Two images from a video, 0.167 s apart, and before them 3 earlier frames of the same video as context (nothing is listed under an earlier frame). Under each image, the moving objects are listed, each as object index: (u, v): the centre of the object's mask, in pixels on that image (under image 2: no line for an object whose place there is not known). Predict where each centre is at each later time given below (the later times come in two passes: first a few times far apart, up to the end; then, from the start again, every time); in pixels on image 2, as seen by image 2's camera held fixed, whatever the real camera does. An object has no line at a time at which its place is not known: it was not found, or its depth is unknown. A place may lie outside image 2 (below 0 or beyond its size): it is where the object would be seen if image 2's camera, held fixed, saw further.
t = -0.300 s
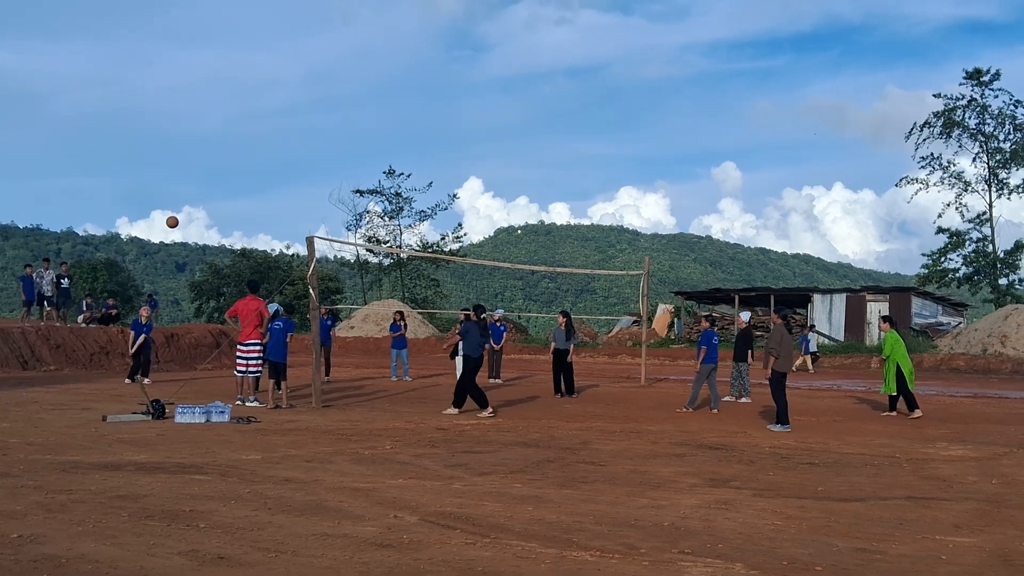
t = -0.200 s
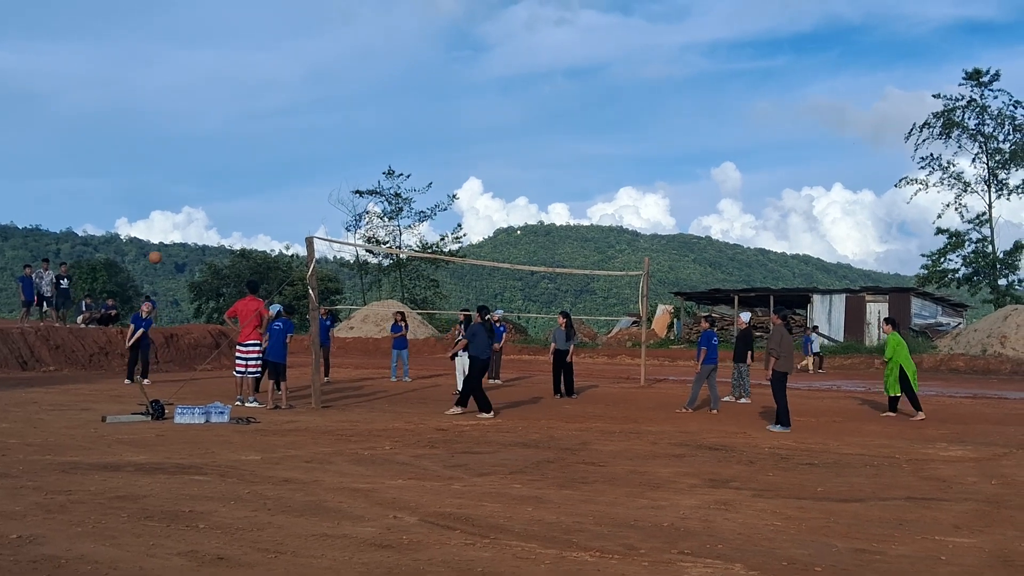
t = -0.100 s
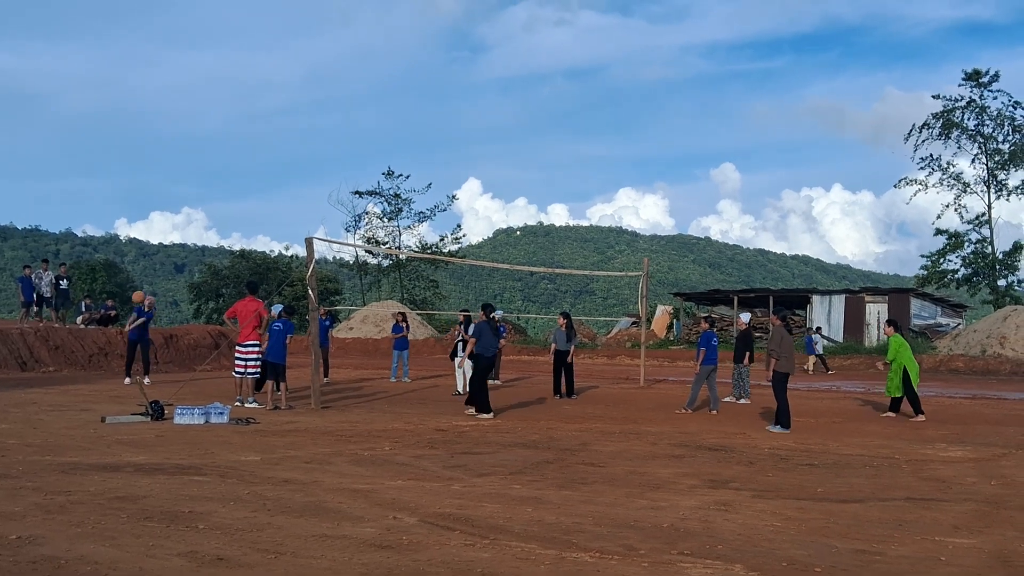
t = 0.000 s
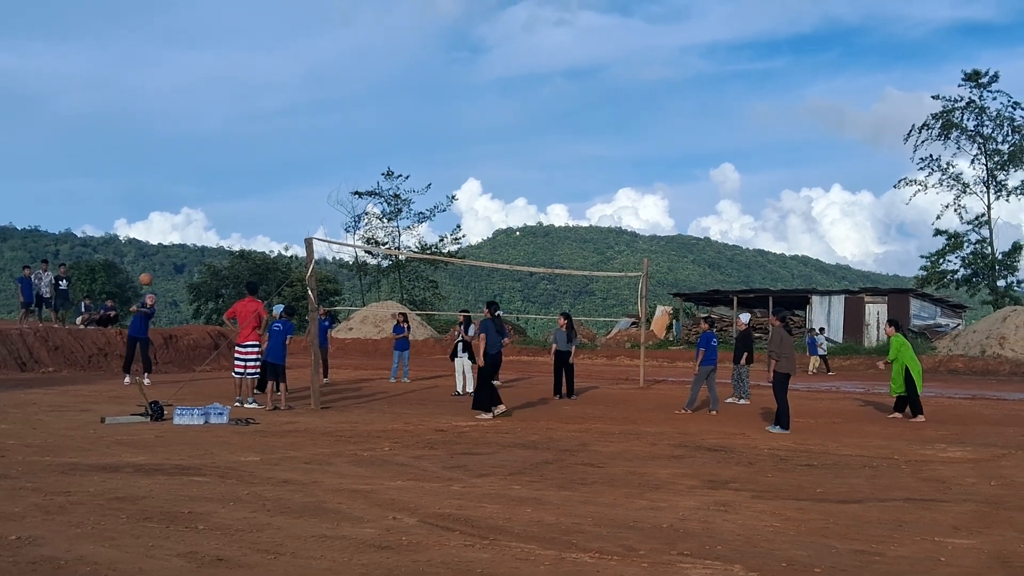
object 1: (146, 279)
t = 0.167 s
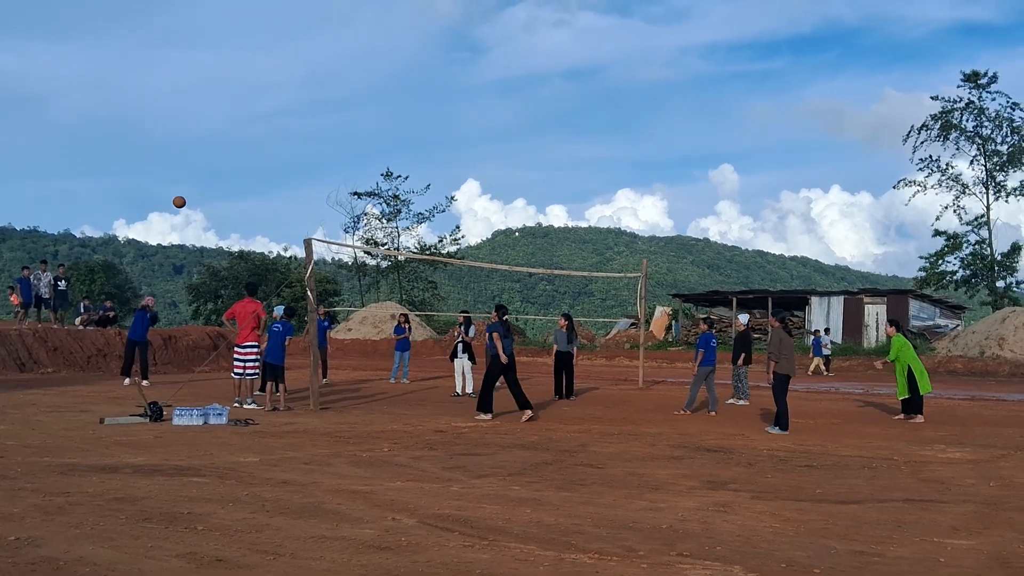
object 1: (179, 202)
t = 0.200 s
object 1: (186, 188)
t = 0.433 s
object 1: (236, 106)
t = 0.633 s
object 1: (281, 59)
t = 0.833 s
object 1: (327, 36)
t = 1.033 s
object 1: (376, 39)
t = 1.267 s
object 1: (434, 78)
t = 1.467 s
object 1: (484, 143)
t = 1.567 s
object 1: (510, 186)
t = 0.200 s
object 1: (186, 188)
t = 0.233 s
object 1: (193, 175)
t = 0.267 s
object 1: (200, 162)
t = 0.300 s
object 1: (207, 150)
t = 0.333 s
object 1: (214, 138)
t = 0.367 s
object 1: (221, 127)
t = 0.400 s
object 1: (229, 116)
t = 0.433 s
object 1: (236, 106)
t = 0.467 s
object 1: (243, 96)
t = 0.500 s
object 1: (250, 88)
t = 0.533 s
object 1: (258, 79)
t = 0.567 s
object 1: (266, 72)
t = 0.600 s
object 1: (273, 65)
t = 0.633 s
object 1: (281, 59)
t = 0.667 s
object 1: (289, 53)
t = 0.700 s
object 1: (296, 49)
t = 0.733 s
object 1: (304, 44)
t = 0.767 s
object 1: (312, 41)
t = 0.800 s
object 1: (320, 38)
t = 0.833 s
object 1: (327, 36)
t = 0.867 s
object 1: (335, 35)
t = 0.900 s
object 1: (343, 34)
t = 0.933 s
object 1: (351, 34)
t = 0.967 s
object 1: (359, 35)
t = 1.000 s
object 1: (368, 36)
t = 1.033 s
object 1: (376, 39)
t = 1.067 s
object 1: (384, 42)
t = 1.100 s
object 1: (392, 46)
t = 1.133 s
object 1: (400, 51)
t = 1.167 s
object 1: (409, 57)
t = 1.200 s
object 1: (417, 63)
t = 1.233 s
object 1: (426, 70)
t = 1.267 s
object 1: (434, 78)
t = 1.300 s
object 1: (443, 87)
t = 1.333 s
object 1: (451, 96)
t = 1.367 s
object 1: (459, 107)
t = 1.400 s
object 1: (467, 118)
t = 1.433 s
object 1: (476, 130)
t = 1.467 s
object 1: (484, 143)
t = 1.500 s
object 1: (493, 156)
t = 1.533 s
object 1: (501, 171)
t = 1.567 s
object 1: (510, 186)
